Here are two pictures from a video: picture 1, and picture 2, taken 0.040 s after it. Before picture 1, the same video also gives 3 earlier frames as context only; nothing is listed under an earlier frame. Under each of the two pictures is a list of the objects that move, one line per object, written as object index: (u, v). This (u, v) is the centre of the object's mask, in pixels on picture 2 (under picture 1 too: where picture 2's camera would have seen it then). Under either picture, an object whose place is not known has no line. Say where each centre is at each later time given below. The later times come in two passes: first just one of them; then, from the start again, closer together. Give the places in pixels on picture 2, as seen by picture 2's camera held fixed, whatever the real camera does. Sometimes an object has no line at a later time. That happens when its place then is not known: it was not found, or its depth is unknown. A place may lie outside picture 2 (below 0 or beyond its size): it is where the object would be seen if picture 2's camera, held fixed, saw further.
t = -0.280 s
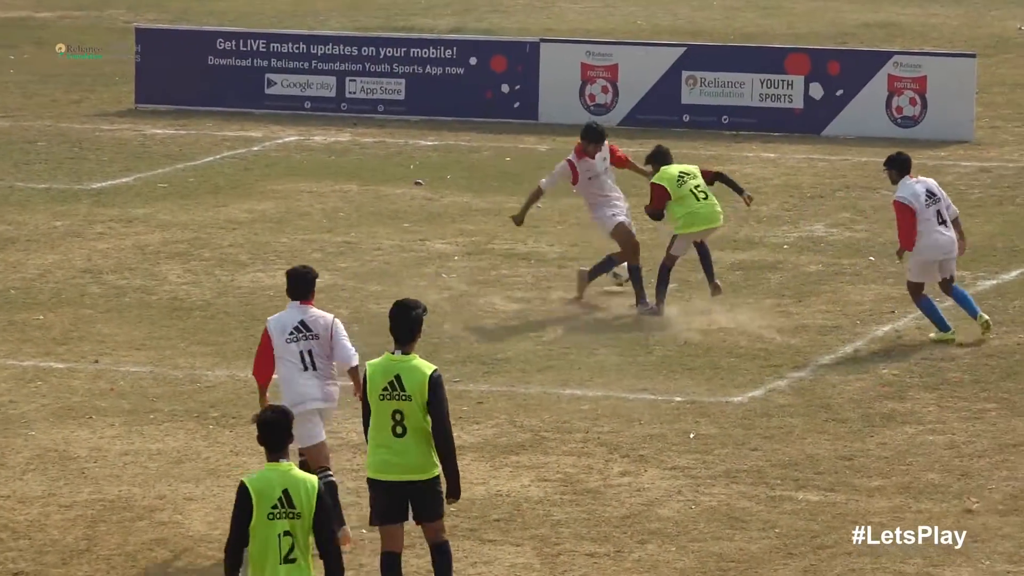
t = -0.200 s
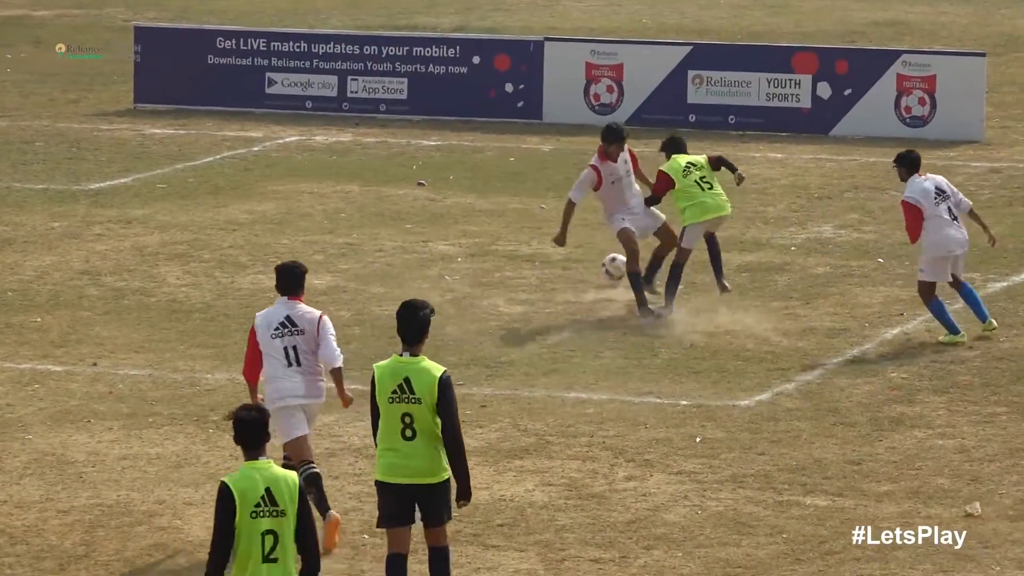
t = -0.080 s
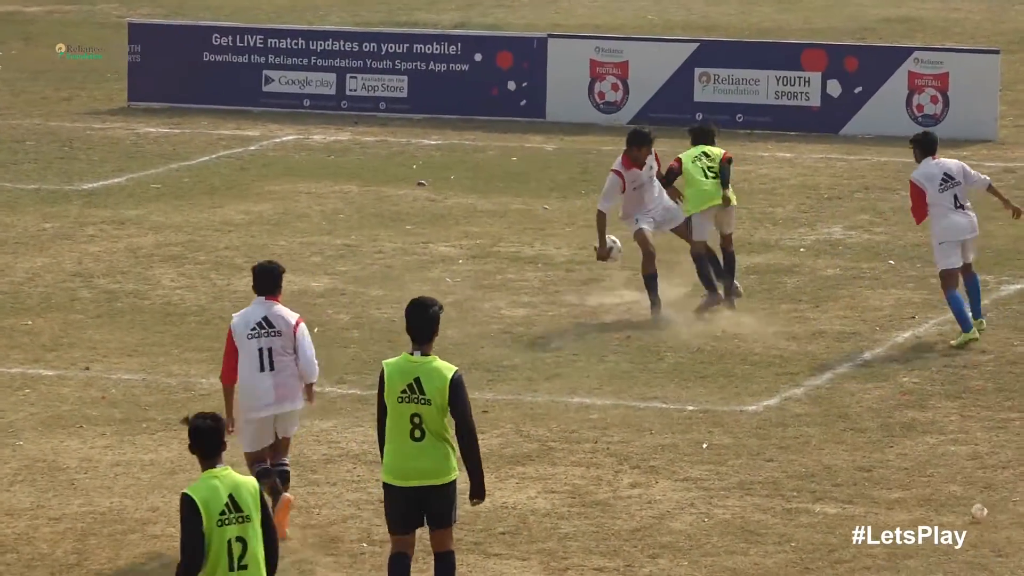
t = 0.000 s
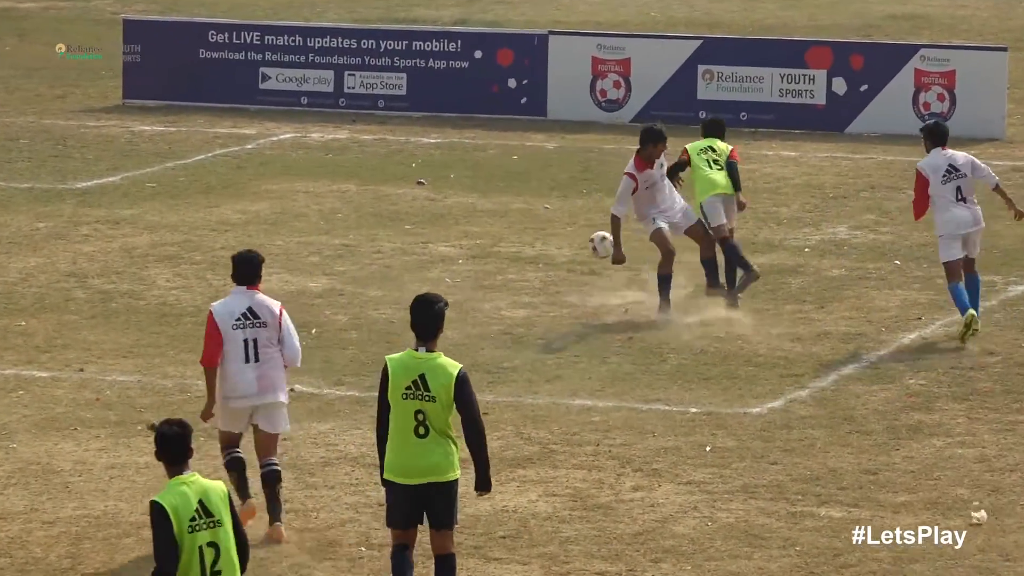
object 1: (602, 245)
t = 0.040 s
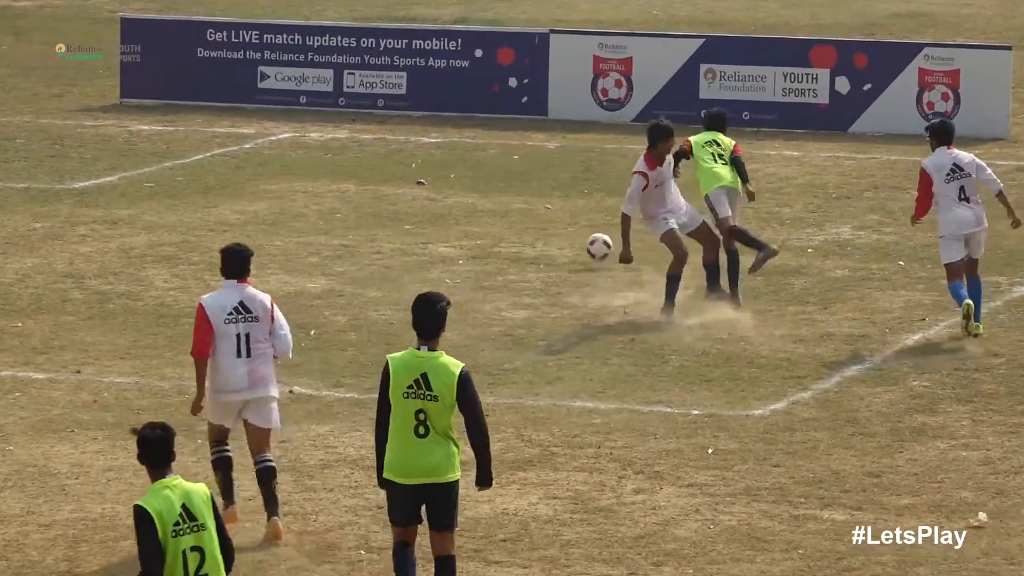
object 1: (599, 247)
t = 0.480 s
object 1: (564, 217)
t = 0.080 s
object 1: (596, 248)
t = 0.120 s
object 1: (593, 242)
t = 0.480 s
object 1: (564, 217)
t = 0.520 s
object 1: (561, 210)
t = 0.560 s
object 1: (559, 207)
